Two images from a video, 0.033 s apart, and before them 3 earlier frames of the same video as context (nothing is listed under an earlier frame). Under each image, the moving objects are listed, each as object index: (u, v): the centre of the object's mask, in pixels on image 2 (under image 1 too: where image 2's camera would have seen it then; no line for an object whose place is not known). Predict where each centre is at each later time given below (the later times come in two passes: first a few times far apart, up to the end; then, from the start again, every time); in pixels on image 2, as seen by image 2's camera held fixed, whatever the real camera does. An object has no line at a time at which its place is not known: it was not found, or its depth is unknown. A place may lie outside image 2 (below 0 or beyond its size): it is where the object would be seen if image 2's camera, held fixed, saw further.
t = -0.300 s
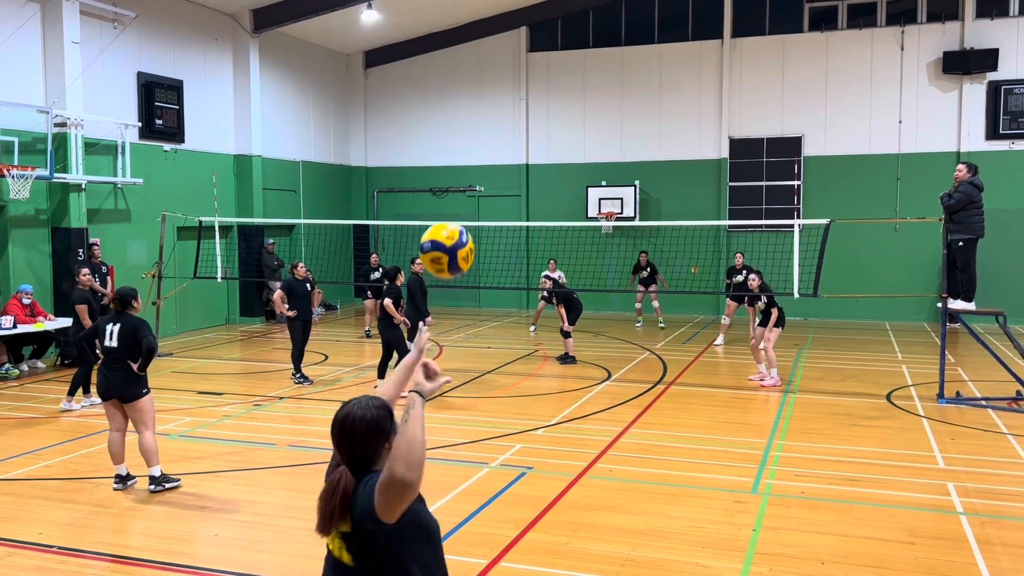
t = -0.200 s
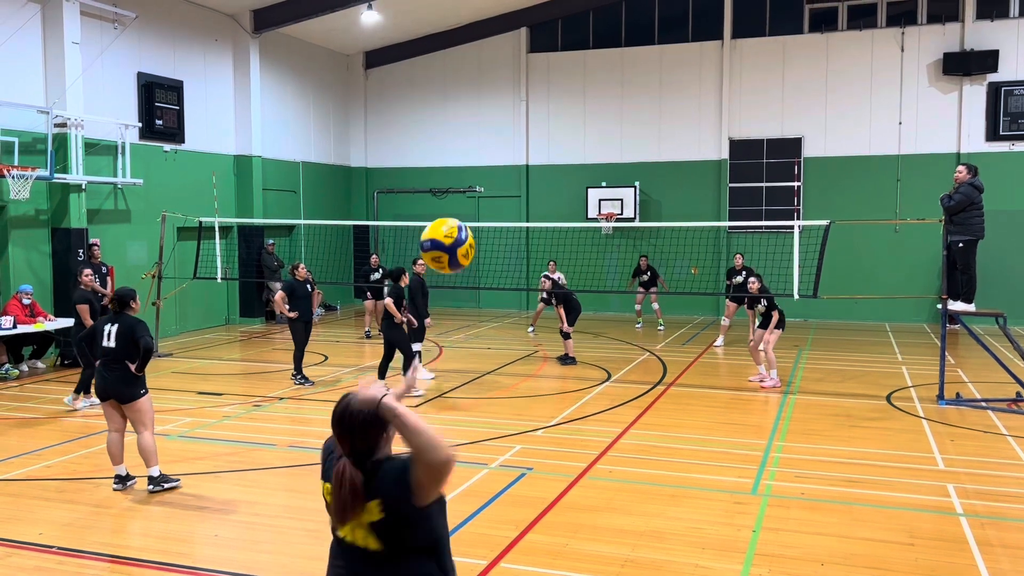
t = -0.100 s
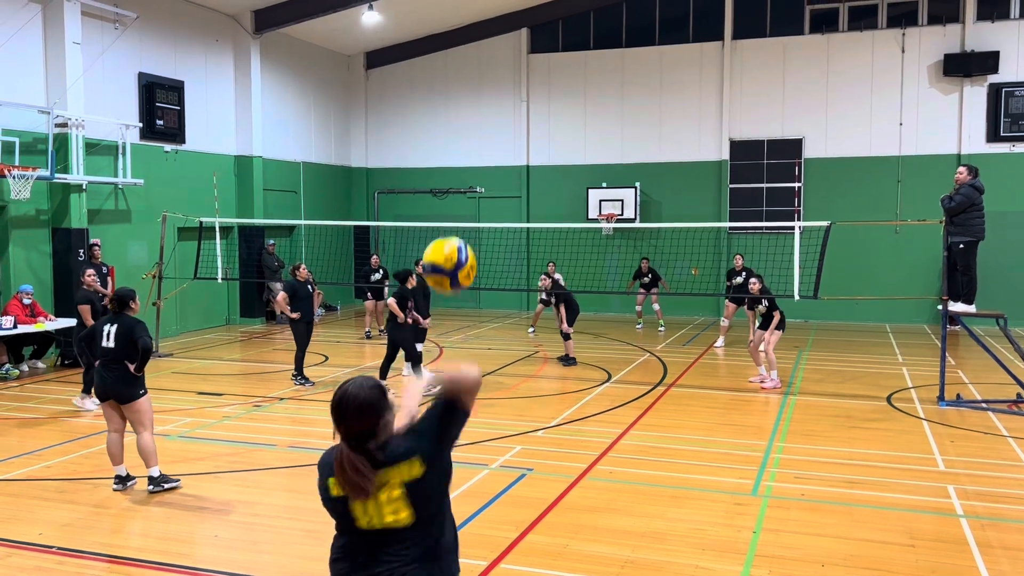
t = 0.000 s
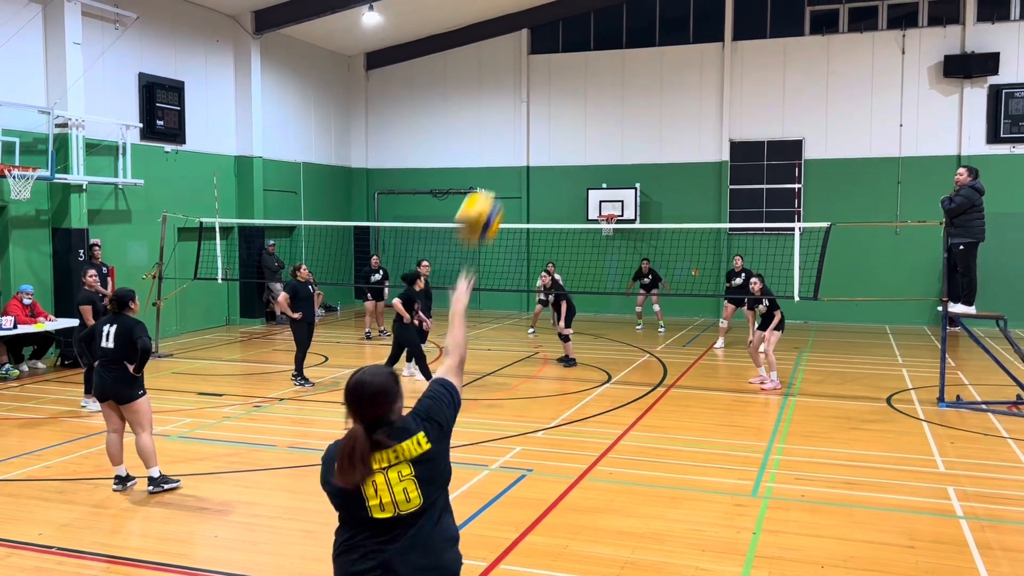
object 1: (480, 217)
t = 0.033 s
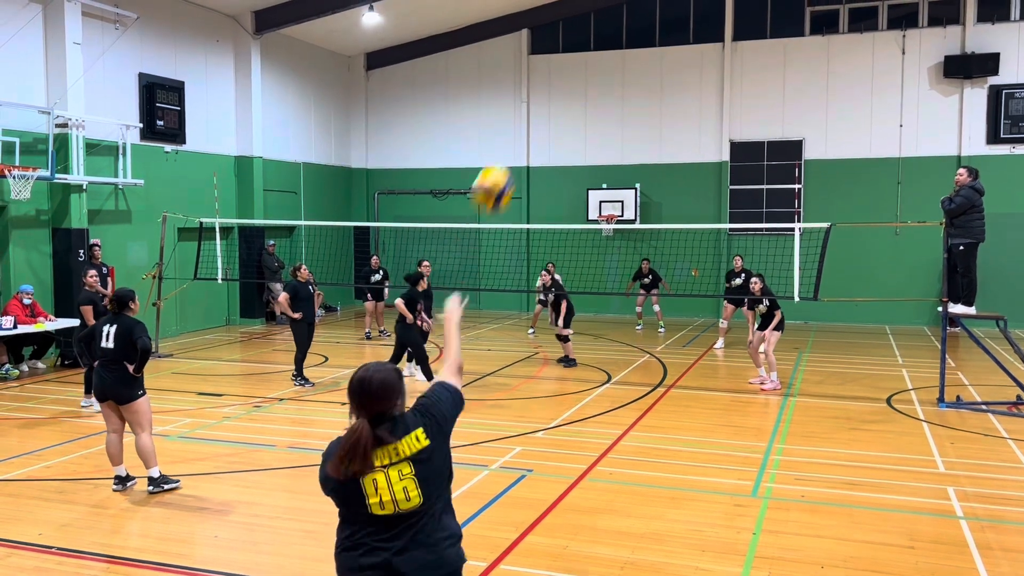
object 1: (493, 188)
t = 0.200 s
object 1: (535, 114)
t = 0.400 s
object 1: (557, 104)
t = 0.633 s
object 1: (566, 131)
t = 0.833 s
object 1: (569, 172)
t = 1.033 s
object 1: (568, 219)
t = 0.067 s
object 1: (504, 167)
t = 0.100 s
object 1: (514, 148)
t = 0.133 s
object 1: (522, 133)
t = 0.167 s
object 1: (529, 122)
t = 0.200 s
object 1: (535, 114)
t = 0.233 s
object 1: (540, 108)
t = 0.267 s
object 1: (544, 104)
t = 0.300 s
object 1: (549, 102)
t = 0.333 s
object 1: (552, 102)
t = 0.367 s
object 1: (555, 103)
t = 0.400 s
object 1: (557, 104)
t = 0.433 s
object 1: (559, 107)
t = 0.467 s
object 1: (560, 109)
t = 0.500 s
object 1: (562, 113)
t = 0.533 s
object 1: (563, 117)
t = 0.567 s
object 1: (564, 122)
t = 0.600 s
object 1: (565, 126)
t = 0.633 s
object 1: (566, 131)
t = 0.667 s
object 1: (567, 137)
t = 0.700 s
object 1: (568, 143)
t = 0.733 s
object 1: (569, 150)
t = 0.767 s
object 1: (569, 157)
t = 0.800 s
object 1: (568, 164)
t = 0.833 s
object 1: (569, 172)
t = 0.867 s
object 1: (569, 179)
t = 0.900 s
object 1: (568, 187)
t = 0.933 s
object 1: (568, 195)
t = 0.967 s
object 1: (568, 204)
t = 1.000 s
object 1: (568, 212)
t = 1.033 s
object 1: (568, 219)
